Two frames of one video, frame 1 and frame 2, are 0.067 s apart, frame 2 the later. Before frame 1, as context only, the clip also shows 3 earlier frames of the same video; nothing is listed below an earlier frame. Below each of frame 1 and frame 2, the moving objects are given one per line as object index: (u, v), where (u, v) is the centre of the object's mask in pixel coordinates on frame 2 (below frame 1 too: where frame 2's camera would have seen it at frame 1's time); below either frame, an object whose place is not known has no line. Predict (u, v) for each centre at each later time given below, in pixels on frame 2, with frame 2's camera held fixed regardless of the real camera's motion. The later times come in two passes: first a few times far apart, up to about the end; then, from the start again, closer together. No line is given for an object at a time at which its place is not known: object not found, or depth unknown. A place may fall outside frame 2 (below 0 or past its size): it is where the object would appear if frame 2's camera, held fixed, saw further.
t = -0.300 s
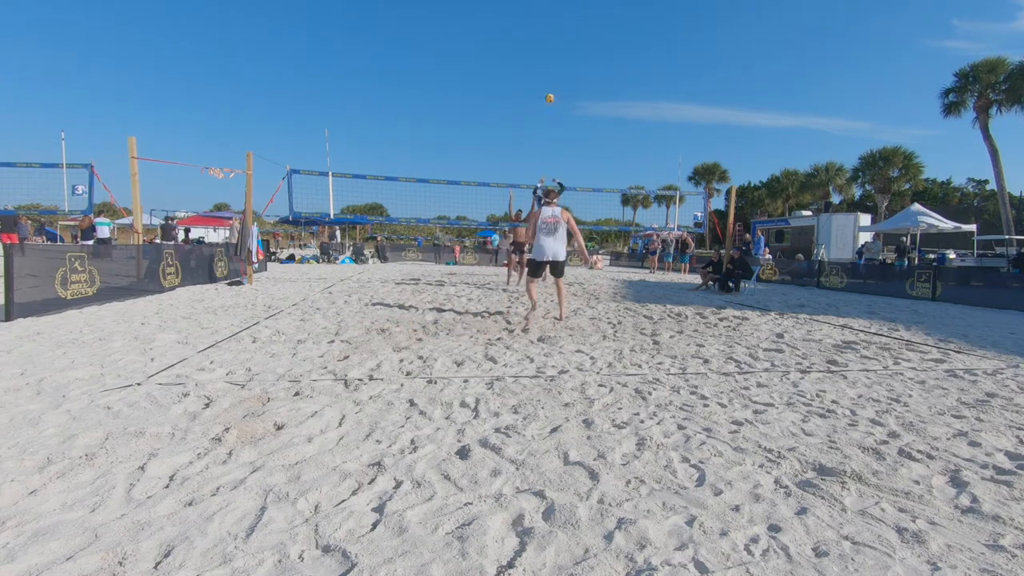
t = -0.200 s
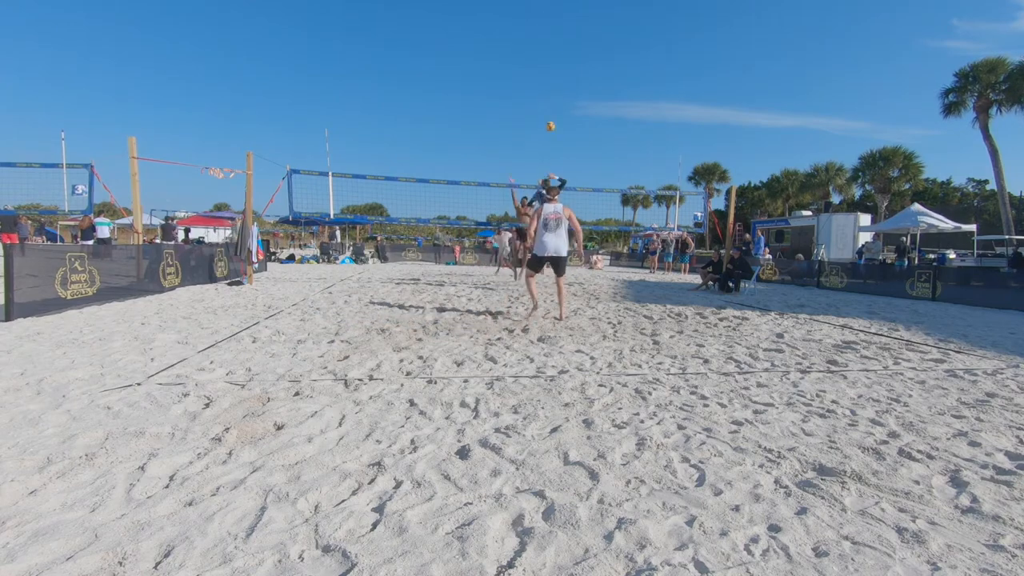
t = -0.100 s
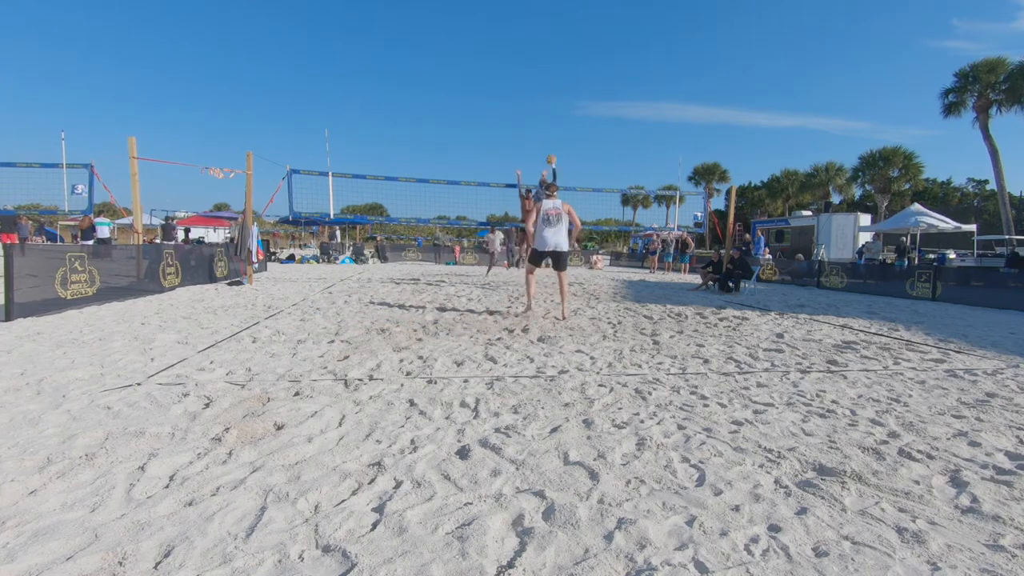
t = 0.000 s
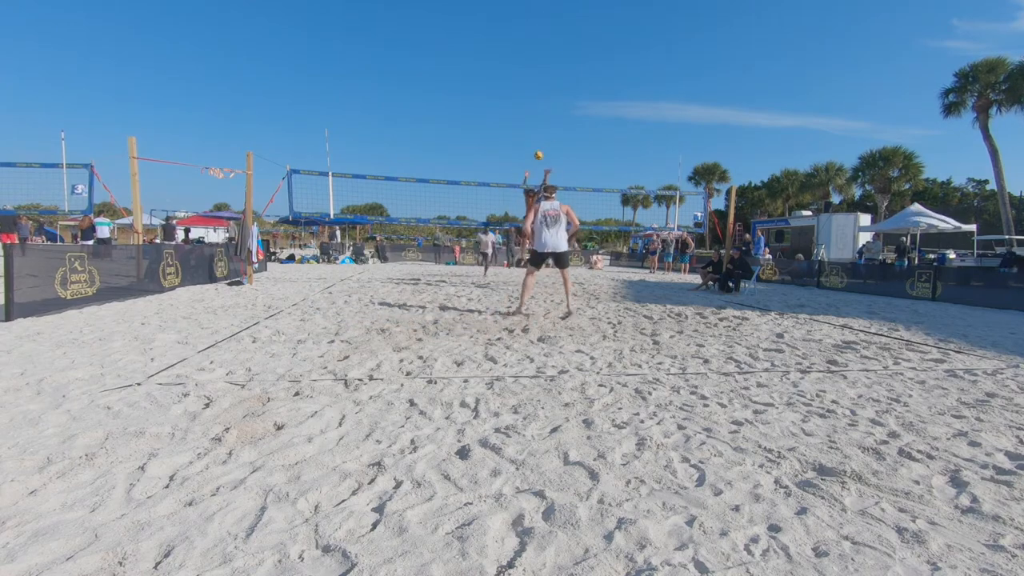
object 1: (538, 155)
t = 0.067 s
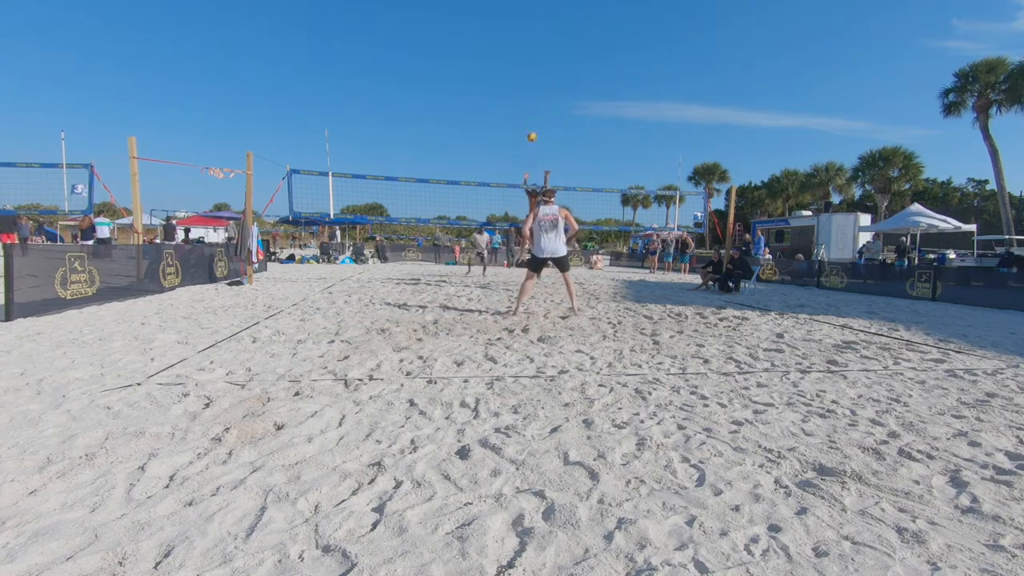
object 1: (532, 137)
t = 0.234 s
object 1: (512, 96)
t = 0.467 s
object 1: (477, 54)
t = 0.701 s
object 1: (433, 36)
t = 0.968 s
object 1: (367, 59)
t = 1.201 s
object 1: (294, 132)
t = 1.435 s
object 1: (197, 273)
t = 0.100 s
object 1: (528, 128)
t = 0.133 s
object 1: (524, 120)
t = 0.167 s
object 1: (520, 112)
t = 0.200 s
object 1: (516, 104)
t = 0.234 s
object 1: (512, 96)
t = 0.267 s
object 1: (507, 89)
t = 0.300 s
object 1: (503, 82)
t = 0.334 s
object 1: (498, 76)
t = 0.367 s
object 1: (493, 70)
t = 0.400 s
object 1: (488, 64)
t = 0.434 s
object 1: (483, 59)
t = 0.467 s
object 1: (477, 54)
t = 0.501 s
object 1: (471, 50)
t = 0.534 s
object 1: (466, 46)
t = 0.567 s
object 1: (459, 43)
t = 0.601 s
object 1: (453, 41)
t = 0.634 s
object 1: (447, 39)
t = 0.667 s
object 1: (440, 37)
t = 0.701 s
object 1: (433, 36)
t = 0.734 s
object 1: (425, 37)
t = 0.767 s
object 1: (418, 37)
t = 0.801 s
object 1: (410, 39)
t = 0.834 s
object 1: (402, 41)
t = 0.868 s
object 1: (394, 44)
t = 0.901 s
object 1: (385, 48)
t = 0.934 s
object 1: (376, 53)
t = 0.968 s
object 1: (367, 59)
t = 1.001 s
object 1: (358, 66)
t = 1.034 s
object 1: (348, 74)
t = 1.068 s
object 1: (338, 84)
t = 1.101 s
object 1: (328, 94)
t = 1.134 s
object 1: (317, 106)
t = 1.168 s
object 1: (305, 118)
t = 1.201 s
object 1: (294, 132)
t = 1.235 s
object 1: (281, 148)
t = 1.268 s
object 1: (269, 165)
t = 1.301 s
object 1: (256, 183)
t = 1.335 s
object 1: (242, 204)
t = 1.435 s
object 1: (197, 273)
